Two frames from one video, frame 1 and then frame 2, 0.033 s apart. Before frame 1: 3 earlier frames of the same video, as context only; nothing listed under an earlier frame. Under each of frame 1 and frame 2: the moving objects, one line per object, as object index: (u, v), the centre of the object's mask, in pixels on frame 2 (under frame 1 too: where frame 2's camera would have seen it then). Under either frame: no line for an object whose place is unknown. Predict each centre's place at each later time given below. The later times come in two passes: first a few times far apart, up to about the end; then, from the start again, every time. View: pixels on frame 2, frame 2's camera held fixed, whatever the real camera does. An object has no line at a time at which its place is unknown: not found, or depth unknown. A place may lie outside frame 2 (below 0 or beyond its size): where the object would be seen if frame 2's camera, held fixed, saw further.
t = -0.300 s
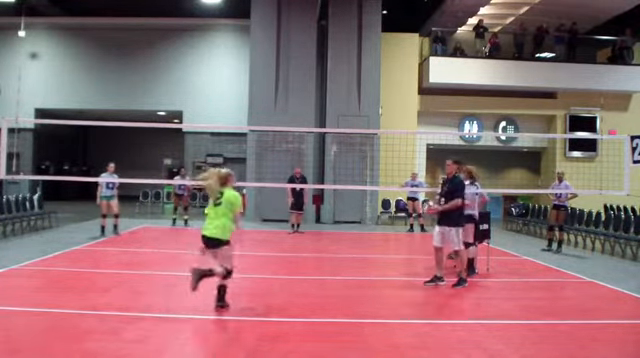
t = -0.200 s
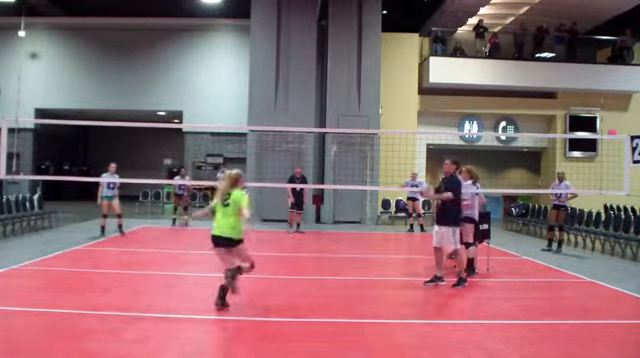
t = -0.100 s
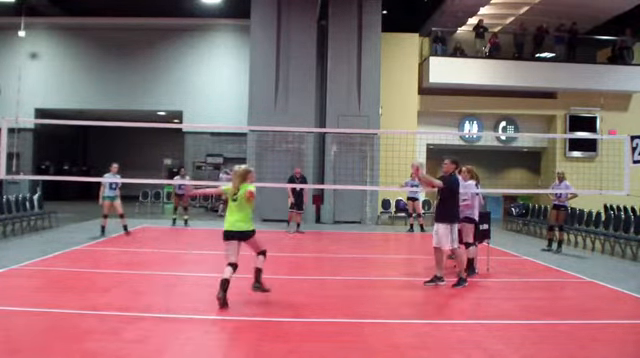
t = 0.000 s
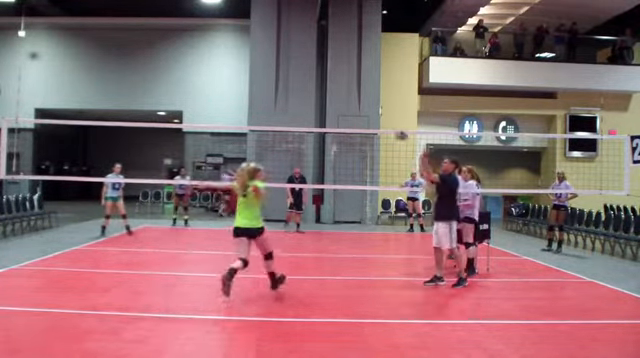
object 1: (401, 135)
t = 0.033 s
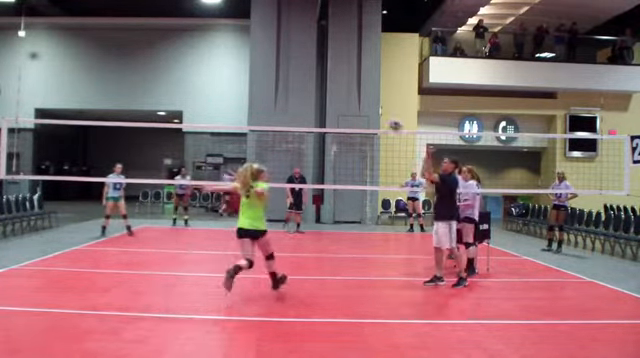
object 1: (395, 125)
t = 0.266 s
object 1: (360, 79)
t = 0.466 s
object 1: (323, 71)
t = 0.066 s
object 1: (389, 115)
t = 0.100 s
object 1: (384, 108)
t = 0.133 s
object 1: (377, 96)
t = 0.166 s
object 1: (371, 95)
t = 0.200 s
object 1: (369, 88)
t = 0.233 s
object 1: (364, 86)
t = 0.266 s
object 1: (360, 79)
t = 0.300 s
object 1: (352, 78)
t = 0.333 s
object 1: (347, 75)
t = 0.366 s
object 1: (341, 73)
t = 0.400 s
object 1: (335, 71)
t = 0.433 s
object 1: (329, 70)
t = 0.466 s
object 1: (323, 71)
